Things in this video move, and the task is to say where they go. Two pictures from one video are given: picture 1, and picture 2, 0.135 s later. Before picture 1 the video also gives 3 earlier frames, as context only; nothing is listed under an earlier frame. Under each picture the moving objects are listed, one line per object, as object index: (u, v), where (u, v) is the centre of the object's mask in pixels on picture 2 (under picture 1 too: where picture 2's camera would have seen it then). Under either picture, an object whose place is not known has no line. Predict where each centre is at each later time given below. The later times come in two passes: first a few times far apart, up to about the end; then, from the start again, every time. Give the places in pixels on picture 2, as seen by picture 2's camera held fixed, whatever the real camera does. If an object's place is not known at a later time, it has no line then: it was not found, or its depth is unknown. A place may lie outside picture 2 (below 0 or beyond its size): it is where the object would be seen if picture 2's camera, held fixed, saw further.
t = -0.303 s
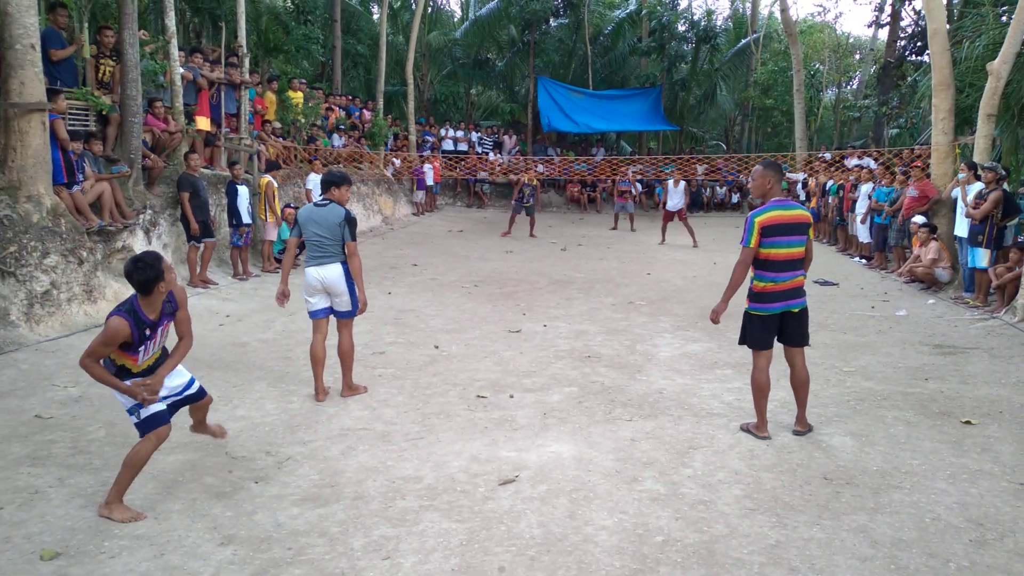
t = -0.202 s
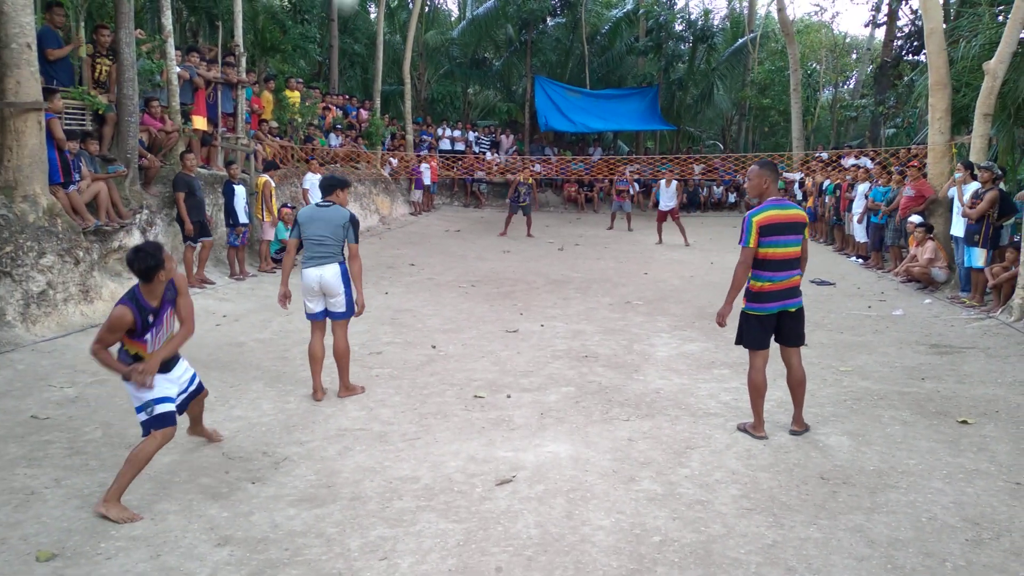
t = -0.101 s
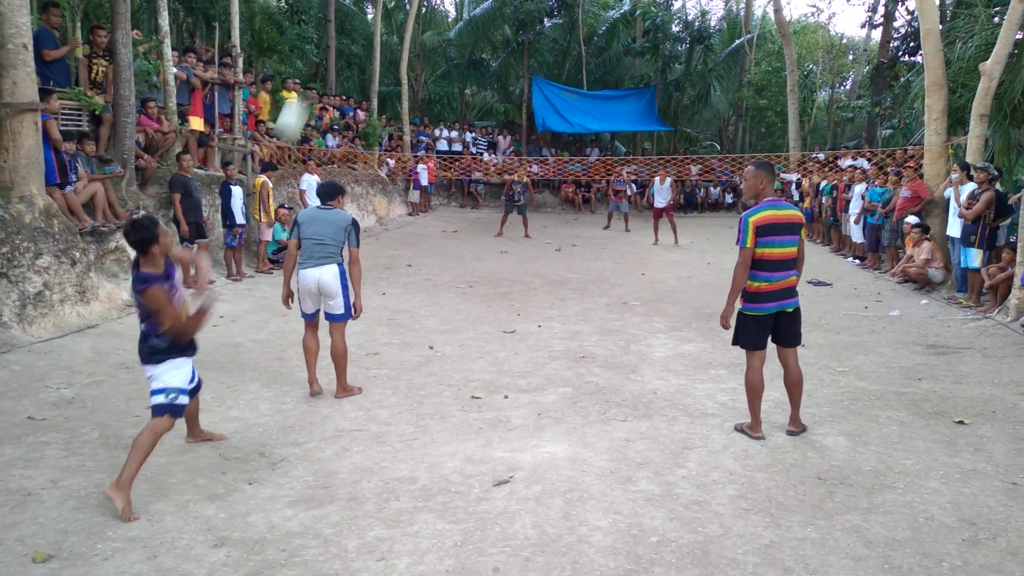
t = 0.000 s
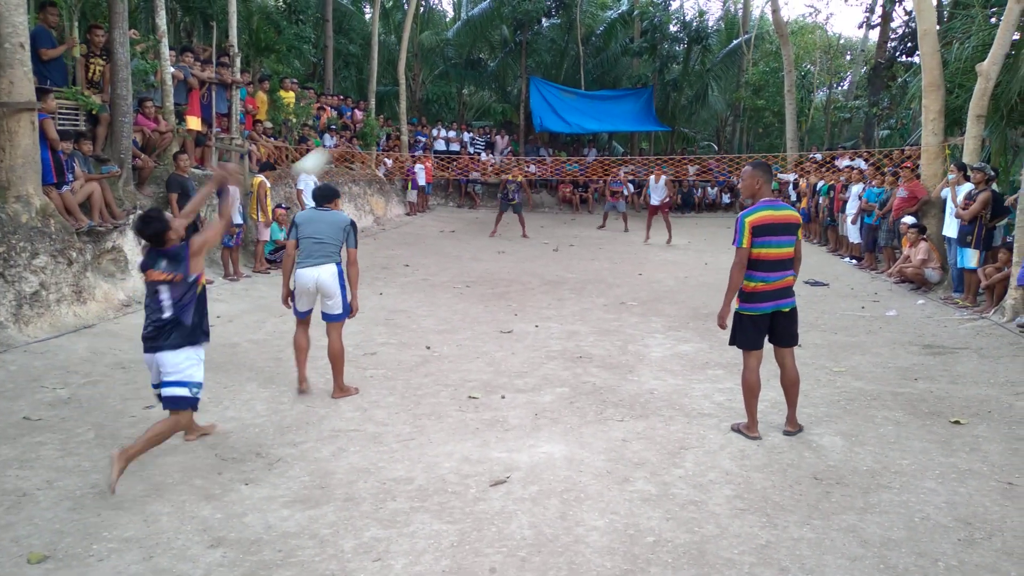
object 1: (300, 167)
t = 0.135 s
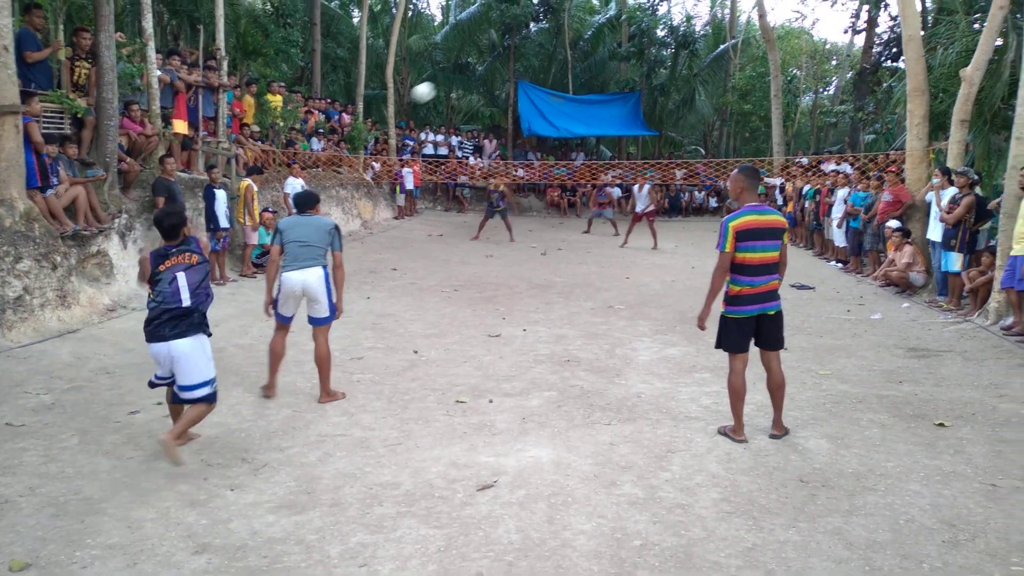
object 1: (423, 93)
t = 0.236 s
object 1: (479, 73)
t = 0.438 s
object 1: (546, 80)
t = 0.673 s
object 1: (588, 121)
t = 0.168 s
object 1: (444, 84)
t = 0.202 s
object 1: (463, 78)
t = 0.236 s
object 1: (479, 73)
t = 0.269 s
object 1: (494, 72)
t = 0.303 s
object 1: (506, 71)
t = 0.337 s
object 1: (518, 72)
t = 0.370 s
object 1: (528, 74)
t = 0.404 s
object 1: (537, 77)
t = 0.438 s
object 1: (546, 80)
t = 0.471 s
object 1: (554, 84)
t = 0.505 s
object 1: (561, 89)
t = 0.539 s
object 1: (567, 95)
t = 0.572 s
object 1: (573, 101)
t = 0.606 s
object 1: (579, 107)
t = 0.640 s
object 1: (584, 114)
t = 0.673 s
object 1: (588, 121)
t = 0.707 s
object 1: (593, 129)
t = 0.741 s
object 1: (597, 137)
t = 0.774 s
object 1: (601, 144)
